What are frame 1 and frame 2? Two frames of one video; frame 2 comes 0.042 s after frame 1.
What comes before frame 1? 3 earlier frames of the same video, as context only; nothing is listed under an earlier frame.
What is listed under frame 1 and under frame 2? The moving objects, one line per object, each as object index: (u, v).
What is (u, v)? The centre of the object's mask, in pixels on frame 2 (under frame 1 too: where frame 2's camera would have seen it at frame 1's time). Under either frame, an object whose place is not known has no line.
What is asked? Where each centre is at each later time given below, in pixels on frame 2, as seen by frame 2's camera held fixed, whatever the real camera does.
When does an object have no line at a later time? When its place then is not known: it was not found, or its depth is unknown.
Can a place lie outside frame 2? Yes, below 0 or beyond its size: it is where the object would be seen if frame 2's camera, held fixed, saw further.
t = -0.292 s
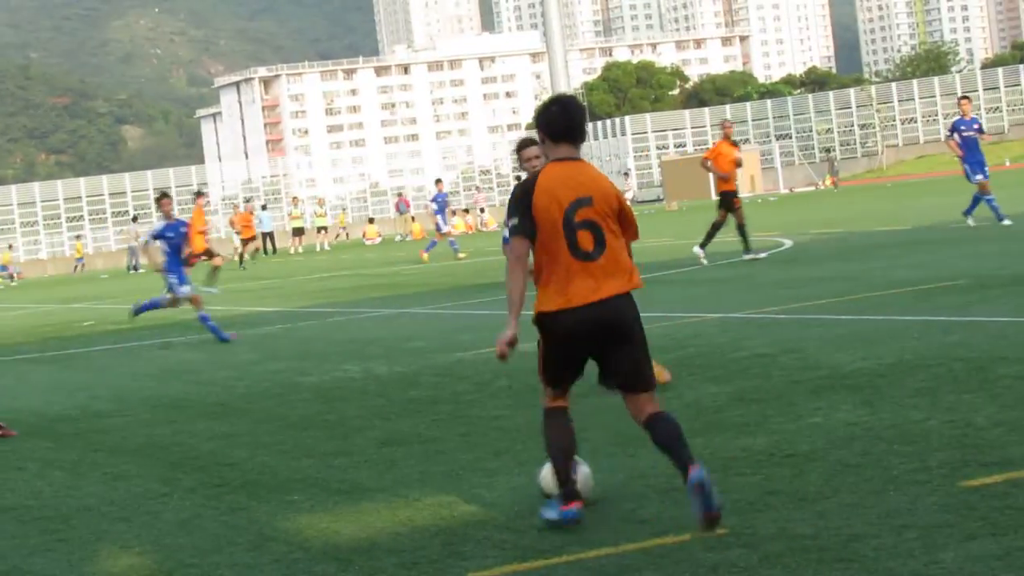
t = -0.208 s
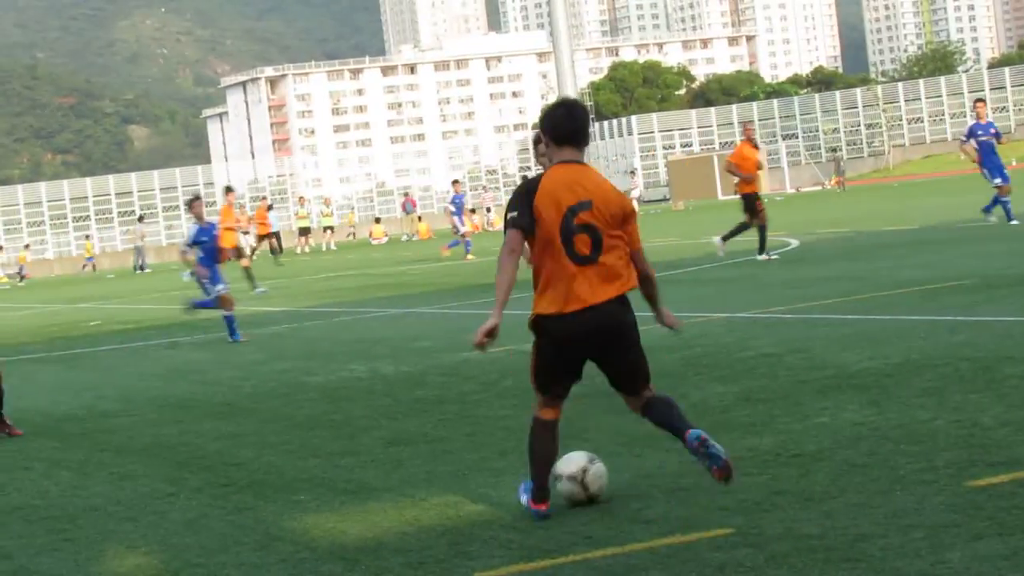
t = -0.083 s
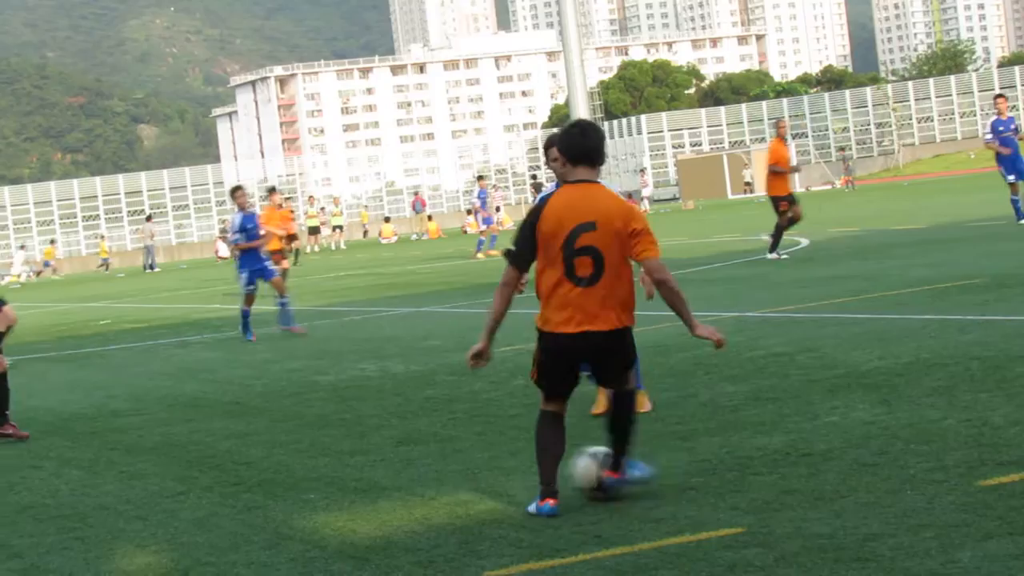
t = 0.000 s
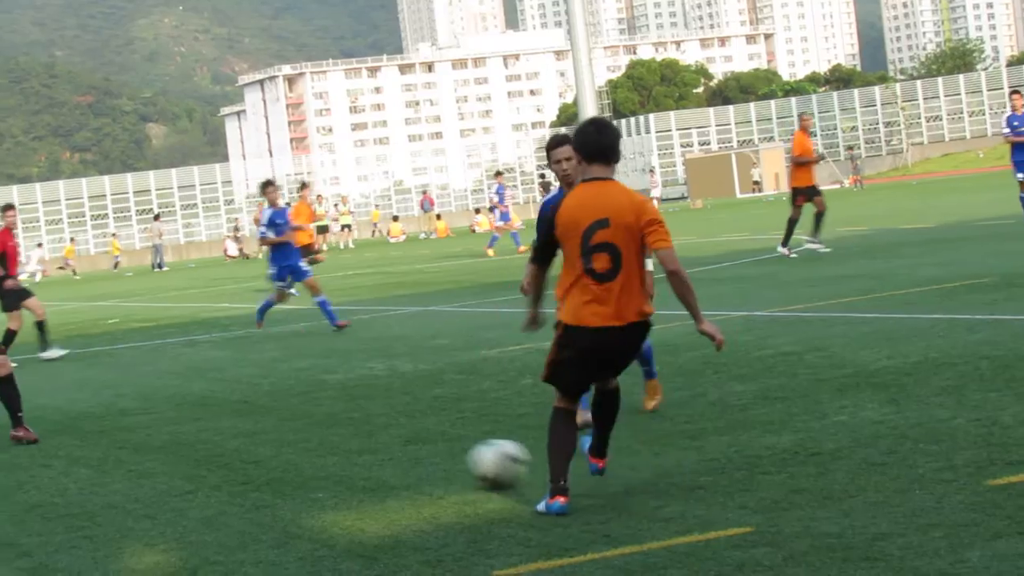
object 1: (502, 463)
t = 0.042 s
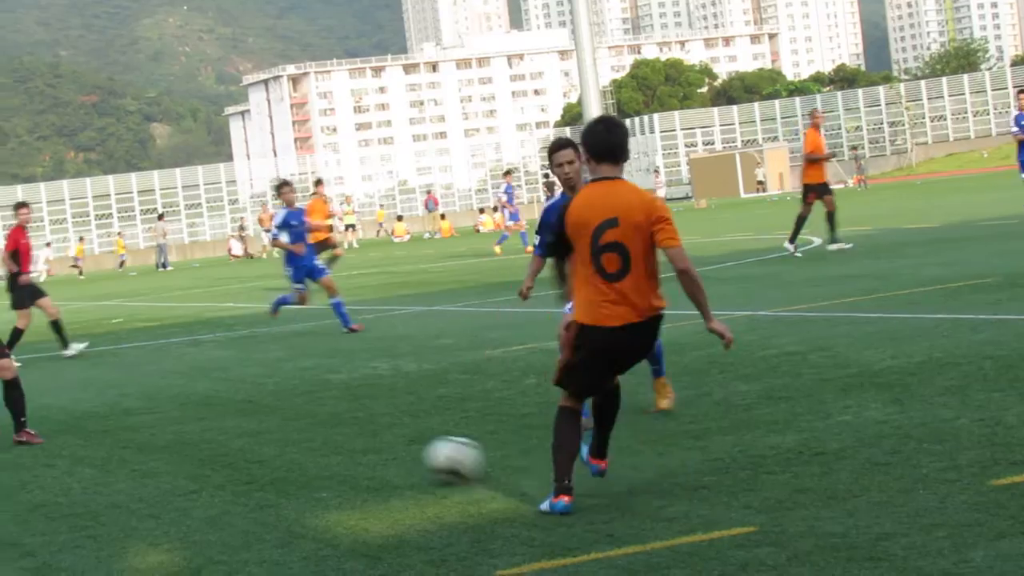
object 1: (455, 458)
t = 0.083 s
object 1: (410, 456)
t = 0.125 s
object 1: (371, 452)
